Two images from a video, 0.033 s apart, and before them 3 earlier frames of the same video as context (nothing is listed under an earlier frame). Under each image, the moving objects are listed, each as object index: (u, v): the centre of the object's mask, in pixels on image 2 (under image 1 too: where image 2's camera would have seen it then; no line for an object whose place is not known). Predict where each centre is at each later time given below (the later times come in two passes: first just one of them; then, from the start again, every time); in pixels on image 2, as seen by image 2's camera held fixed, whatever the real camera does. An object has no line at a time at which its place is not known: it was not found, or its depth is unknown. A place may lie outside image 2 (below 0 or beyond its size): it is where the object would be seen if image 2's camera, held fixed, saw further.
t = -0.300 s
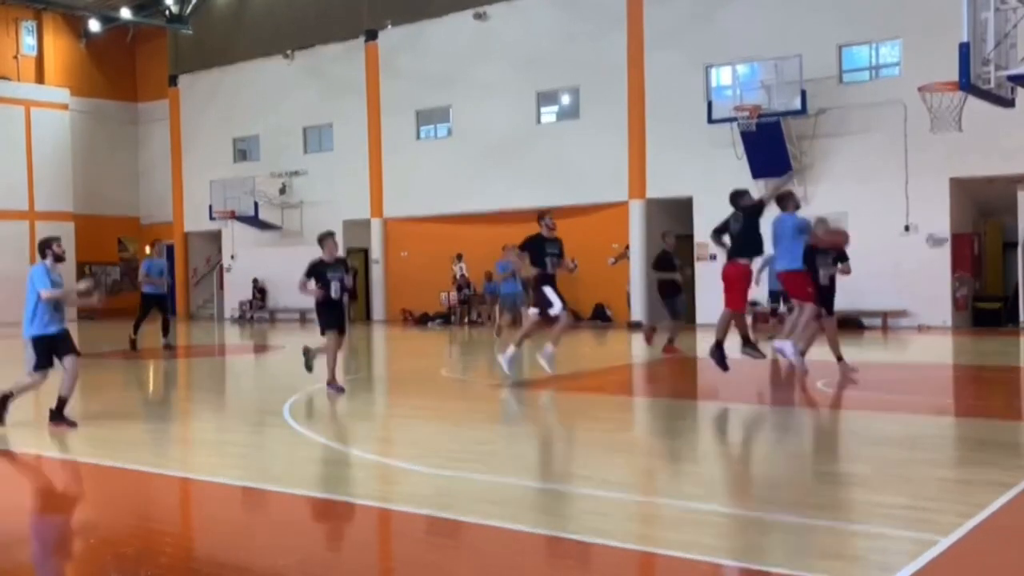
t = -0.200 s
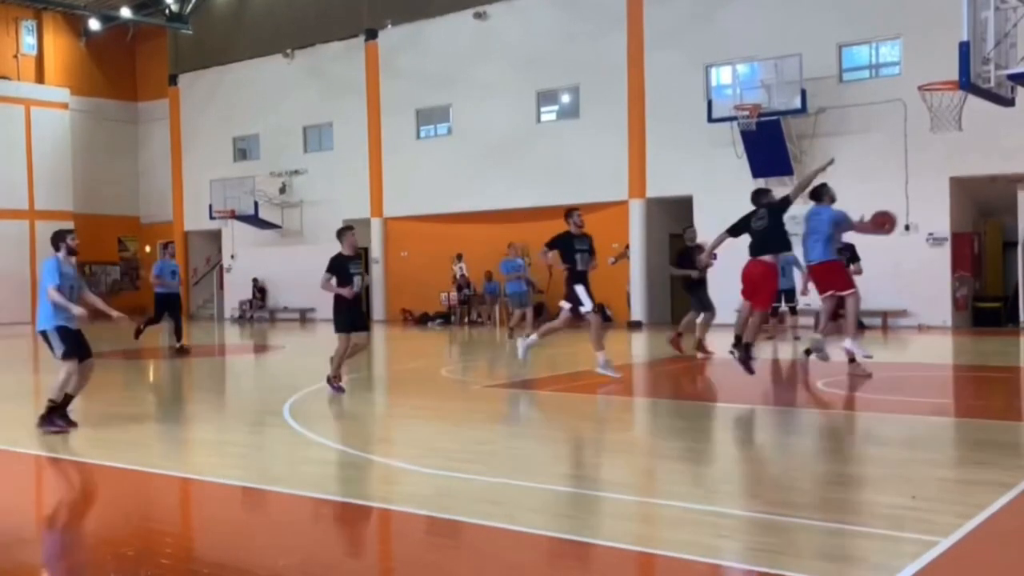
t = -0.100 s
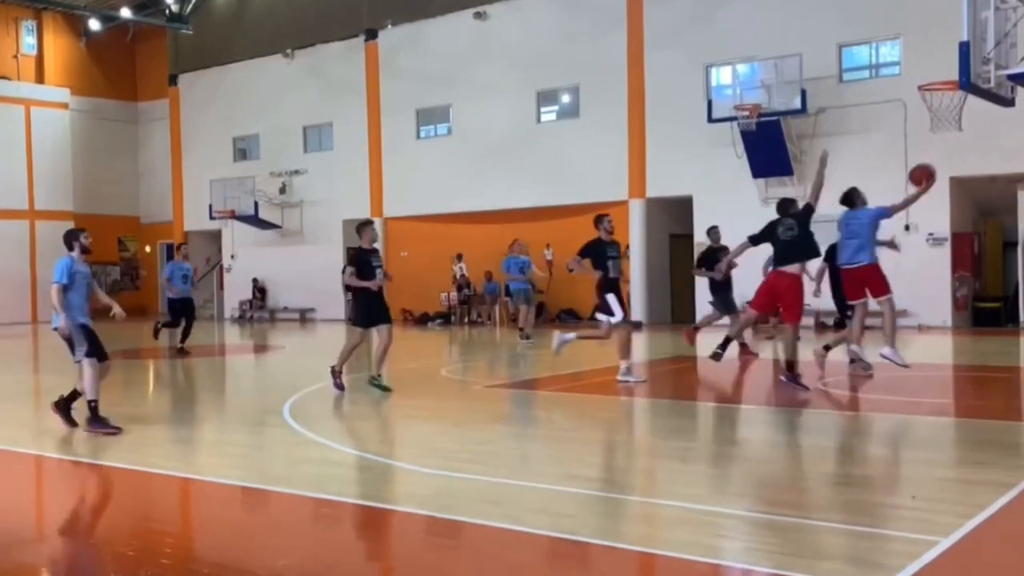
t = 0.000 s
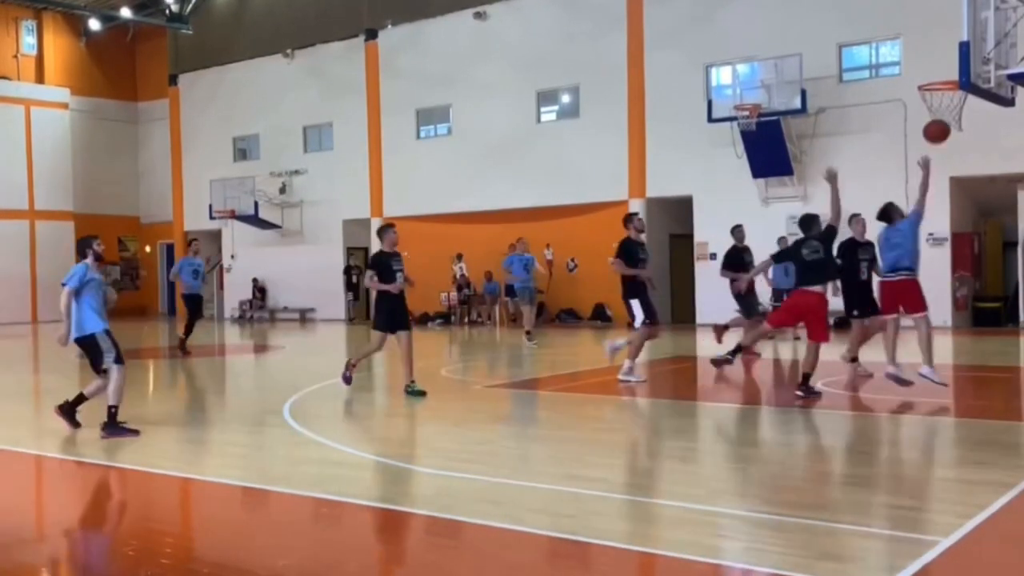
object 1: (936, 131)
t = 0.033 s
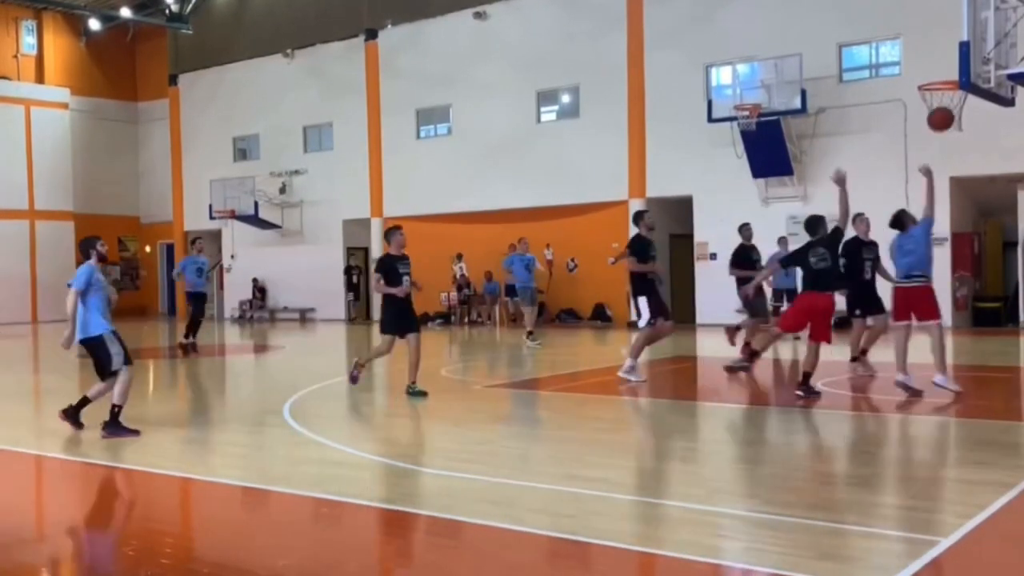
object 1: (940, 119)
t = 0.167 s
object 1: (952, 81)
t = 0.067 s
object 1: (944, 108)
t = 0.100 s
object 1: (948, 98)
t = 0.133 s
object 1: (950, 89)
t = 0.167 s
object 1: (952, 81)
